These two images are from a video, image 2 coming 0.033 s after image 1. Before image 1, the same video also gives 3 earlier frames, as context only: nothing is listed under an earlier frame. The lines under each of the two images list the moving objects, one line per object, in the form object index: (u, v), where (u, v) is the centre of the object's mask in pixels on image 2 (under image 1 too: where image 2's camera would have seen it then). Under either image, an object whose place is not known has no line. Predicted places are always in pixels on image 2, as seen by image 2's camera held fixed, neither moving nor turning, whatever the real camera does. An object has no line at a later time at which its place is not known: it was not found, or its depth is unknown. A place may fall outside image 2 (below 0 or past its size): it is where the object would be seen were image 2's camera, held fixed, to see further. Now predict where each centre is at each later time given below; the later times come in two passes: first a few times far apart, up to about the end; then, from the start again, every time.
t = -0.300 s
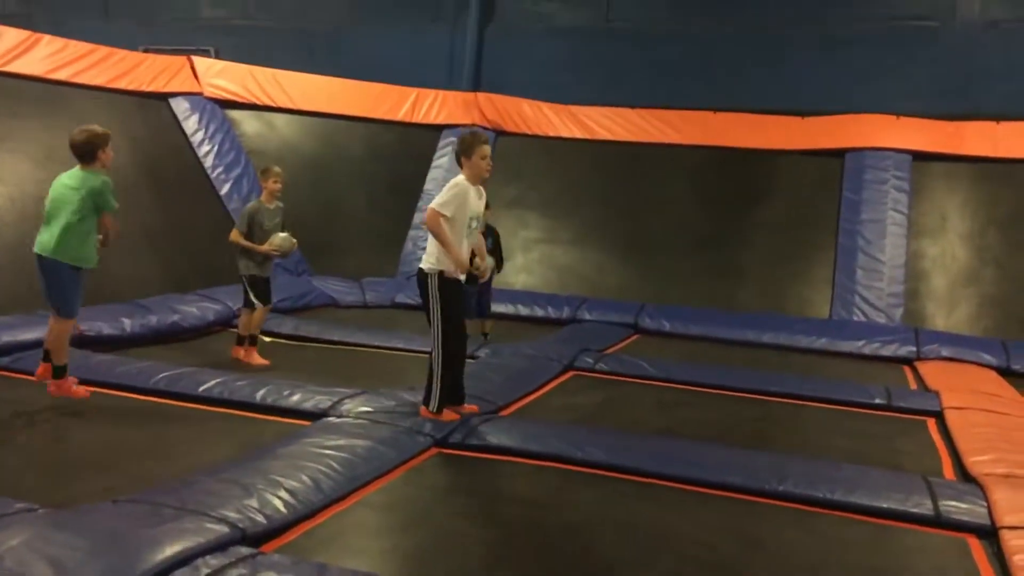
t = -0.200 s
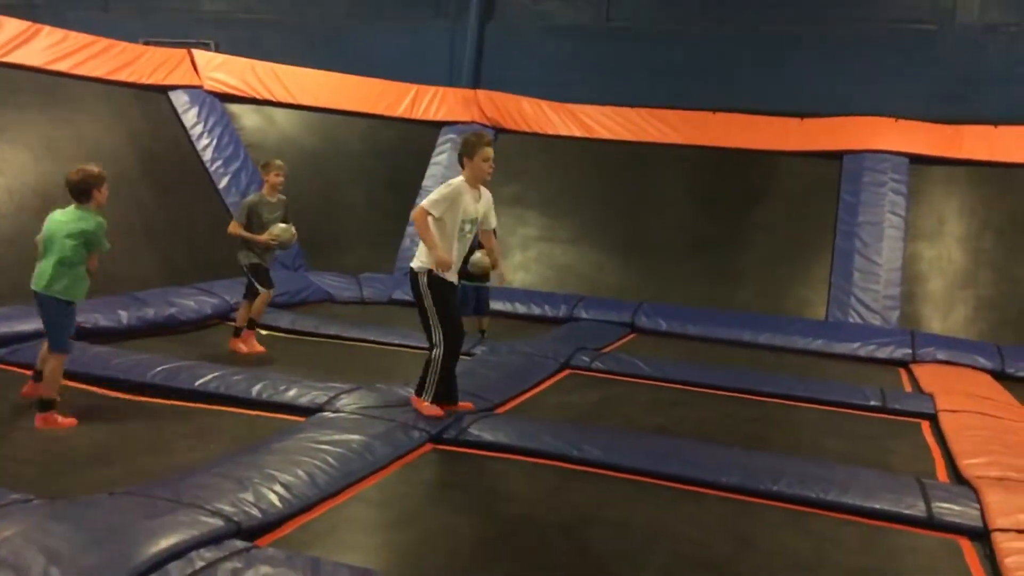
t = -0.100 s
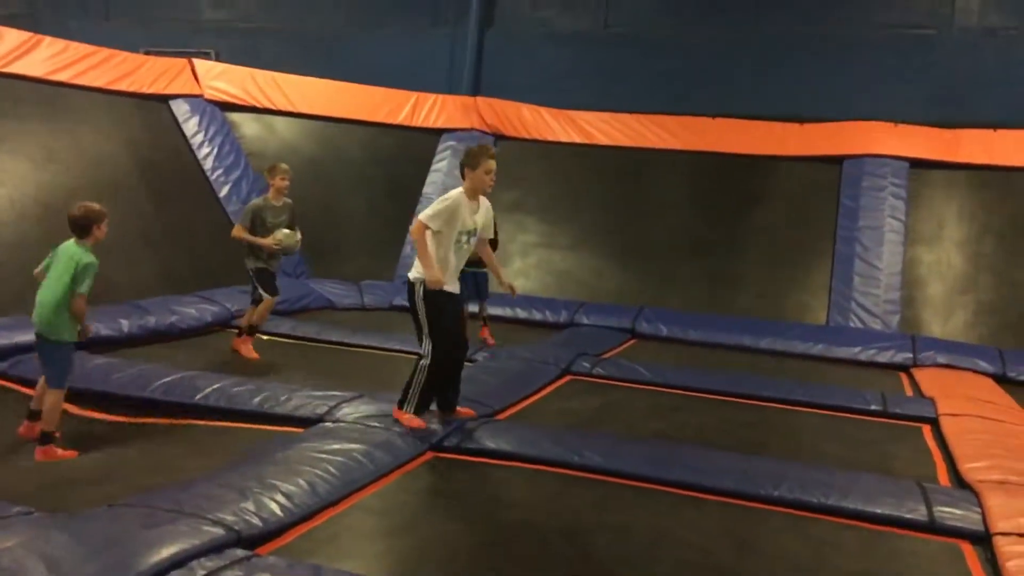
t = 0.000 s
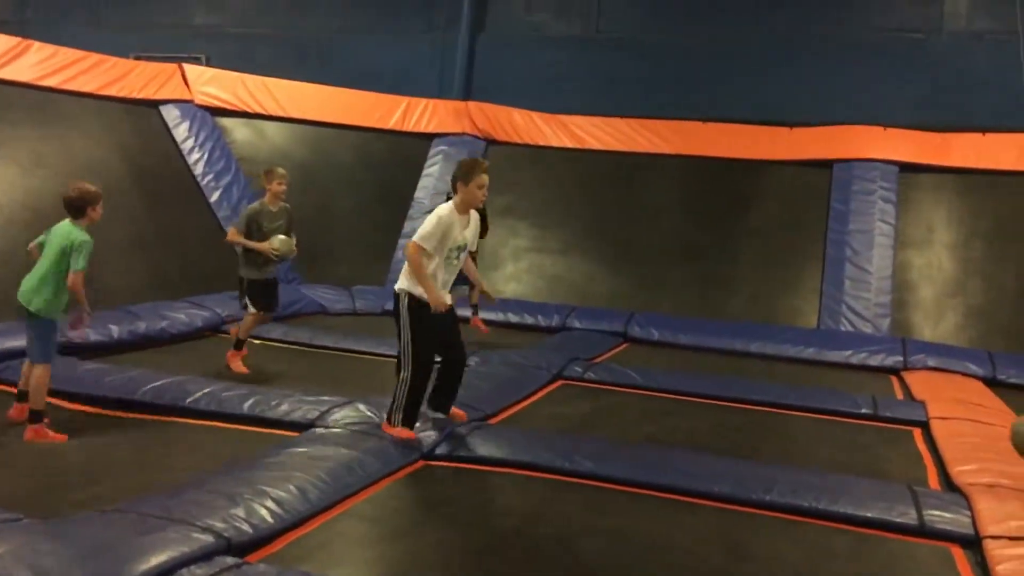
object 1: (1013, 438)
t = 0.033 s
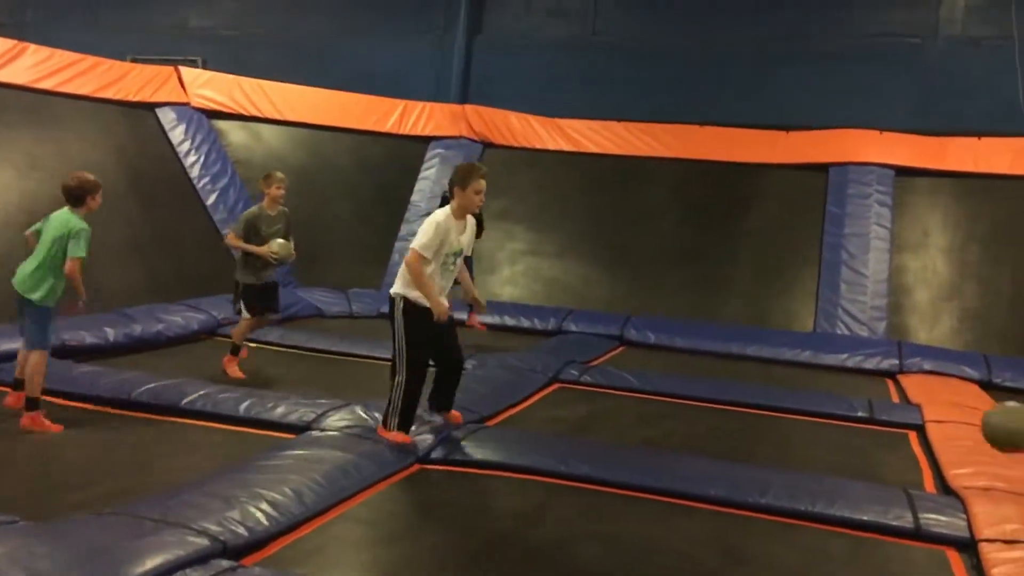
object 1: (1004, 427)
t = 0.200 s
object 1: (889, 401)
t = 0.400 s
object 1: (755, 449)
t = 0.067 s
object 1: (986, 417)
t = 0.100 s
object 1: (961, 409)
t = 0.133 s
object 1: (937, 404)
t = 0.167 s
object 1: (914, 401)
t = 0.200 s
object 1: (889, 401)
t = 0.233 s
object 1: (867, 403)
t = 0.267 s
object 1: (844, 408)
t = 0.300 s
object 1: (821, 416)
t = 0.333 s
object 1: (799, 425)
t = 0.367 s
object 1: (777, 436)
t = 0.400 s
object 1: (755, 449)
